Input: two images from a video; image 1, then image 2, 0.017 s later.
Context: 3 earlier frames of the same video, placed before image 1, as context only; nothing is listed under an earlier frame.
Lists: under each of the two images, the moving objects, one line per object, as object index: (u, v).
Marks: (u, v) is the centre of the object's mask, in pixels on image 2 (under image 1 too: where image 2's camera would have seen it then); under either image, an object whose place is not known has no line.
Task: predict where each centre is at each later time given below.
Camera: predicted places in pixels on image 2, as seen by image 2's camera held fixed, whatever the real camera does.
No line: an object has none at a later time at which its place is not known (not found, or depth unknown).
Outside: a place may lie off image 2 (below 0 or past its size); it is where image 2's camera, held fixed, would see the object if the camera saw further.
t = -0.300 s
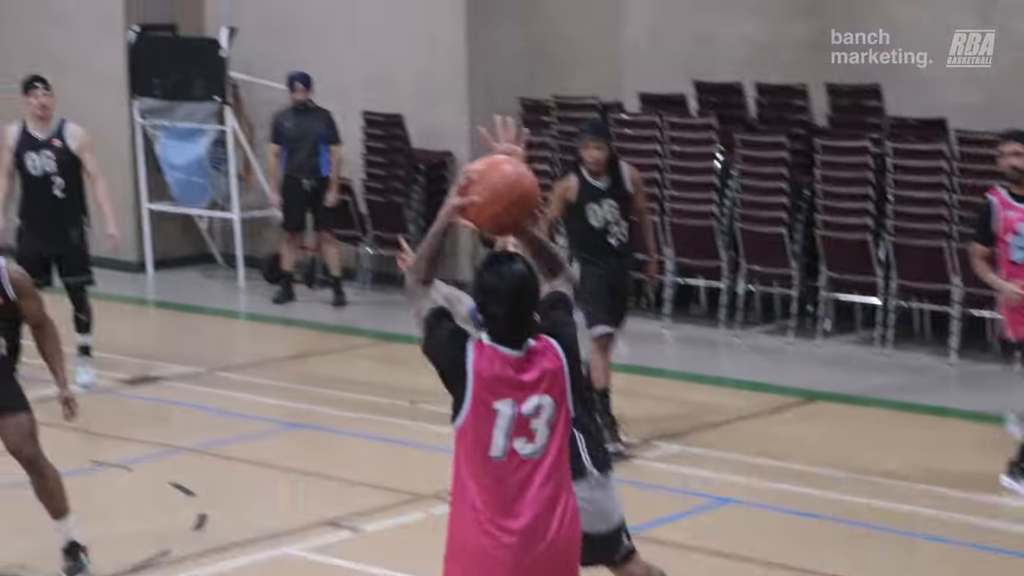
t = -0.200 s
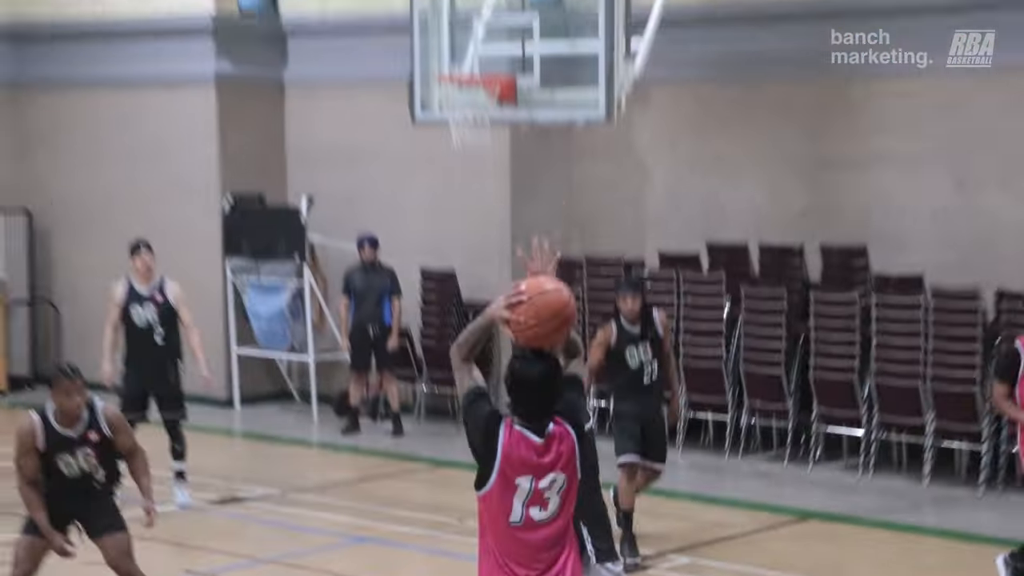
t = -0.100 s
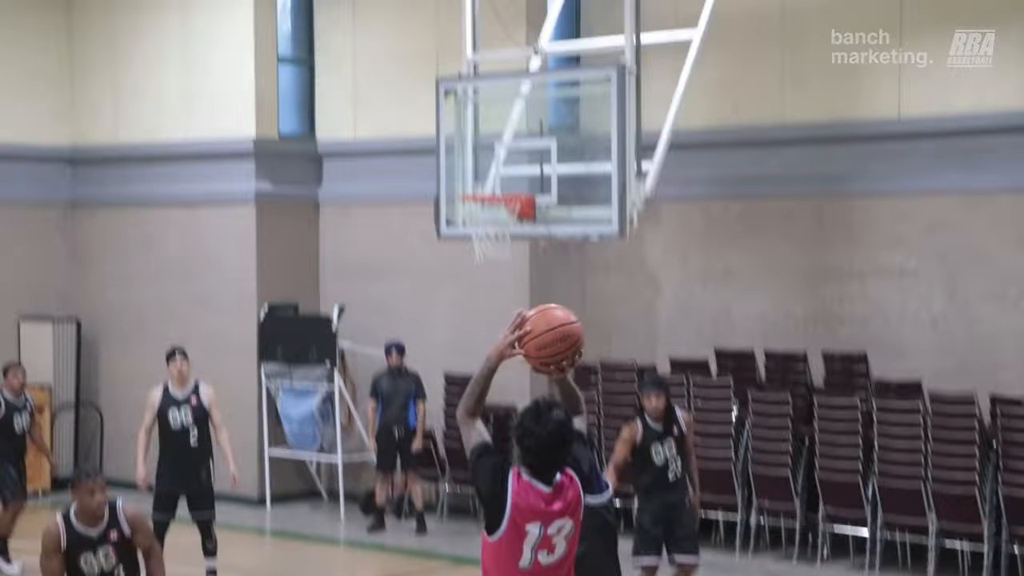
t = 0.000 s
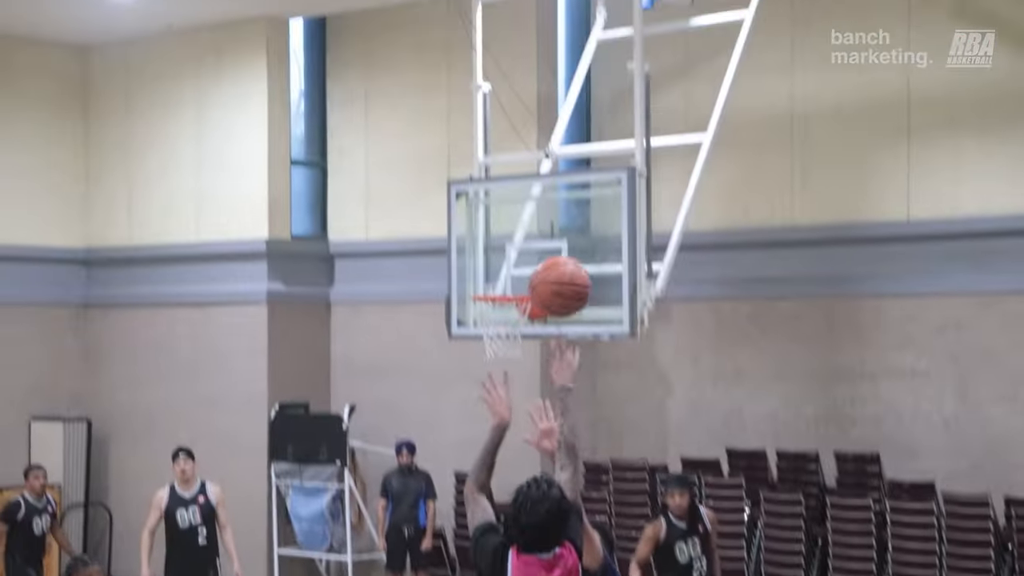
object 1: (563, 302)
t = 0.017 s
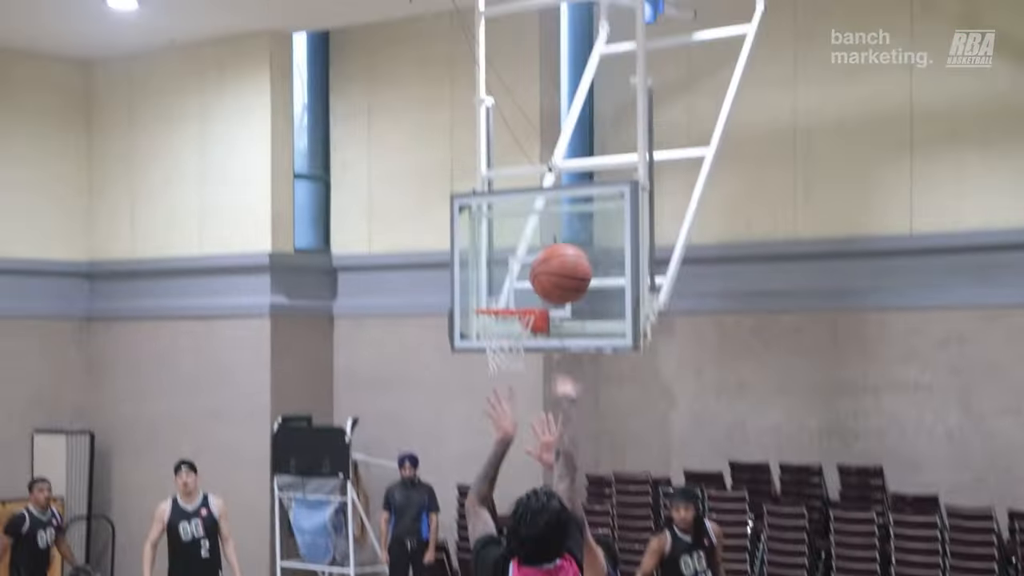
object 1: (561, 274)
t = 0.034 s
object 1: (559, 248)
